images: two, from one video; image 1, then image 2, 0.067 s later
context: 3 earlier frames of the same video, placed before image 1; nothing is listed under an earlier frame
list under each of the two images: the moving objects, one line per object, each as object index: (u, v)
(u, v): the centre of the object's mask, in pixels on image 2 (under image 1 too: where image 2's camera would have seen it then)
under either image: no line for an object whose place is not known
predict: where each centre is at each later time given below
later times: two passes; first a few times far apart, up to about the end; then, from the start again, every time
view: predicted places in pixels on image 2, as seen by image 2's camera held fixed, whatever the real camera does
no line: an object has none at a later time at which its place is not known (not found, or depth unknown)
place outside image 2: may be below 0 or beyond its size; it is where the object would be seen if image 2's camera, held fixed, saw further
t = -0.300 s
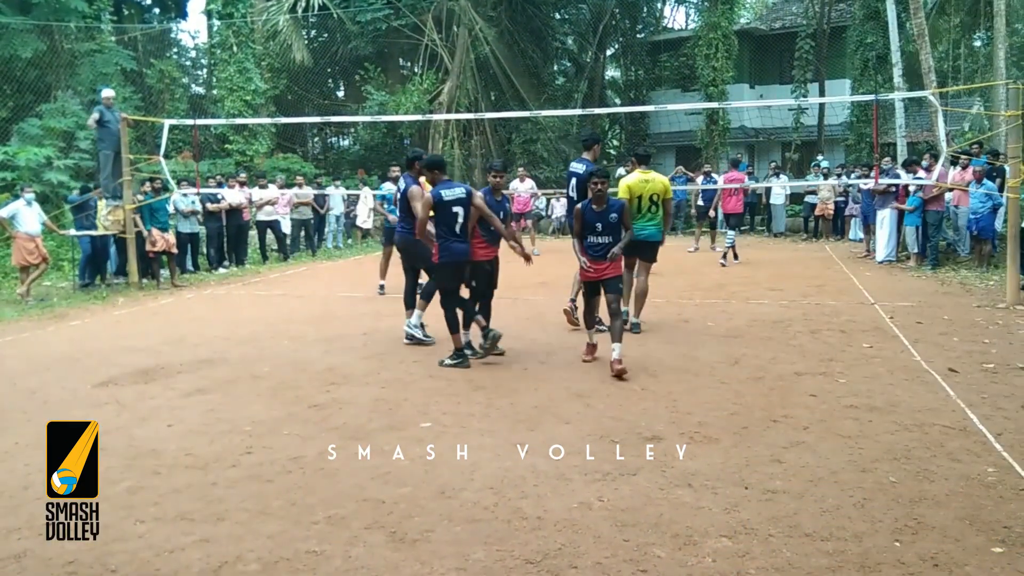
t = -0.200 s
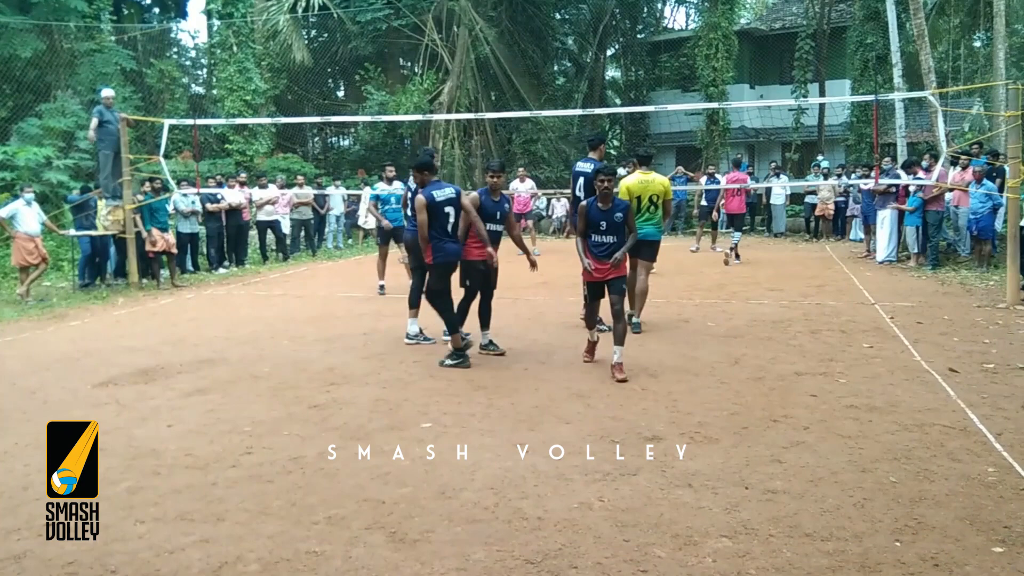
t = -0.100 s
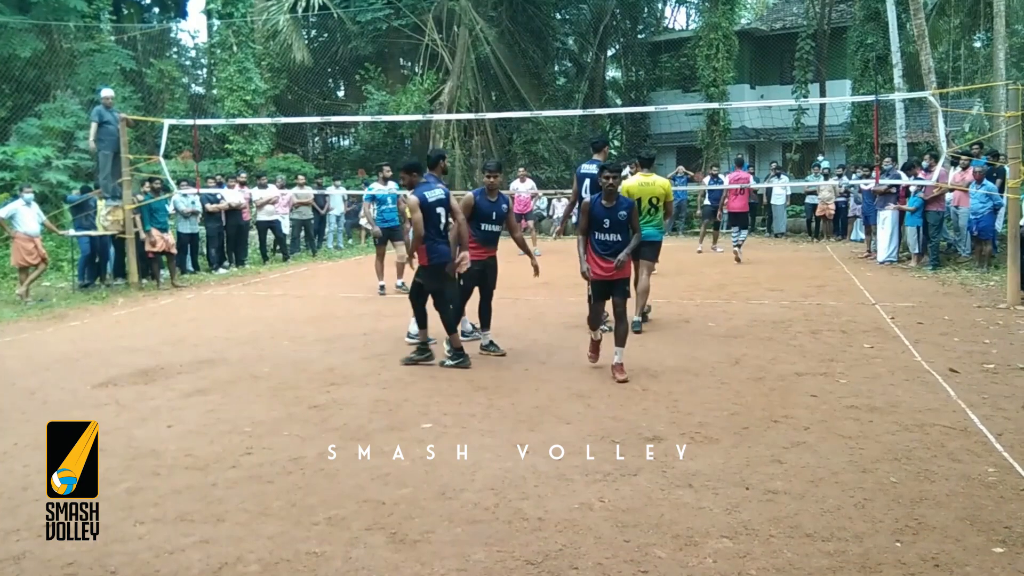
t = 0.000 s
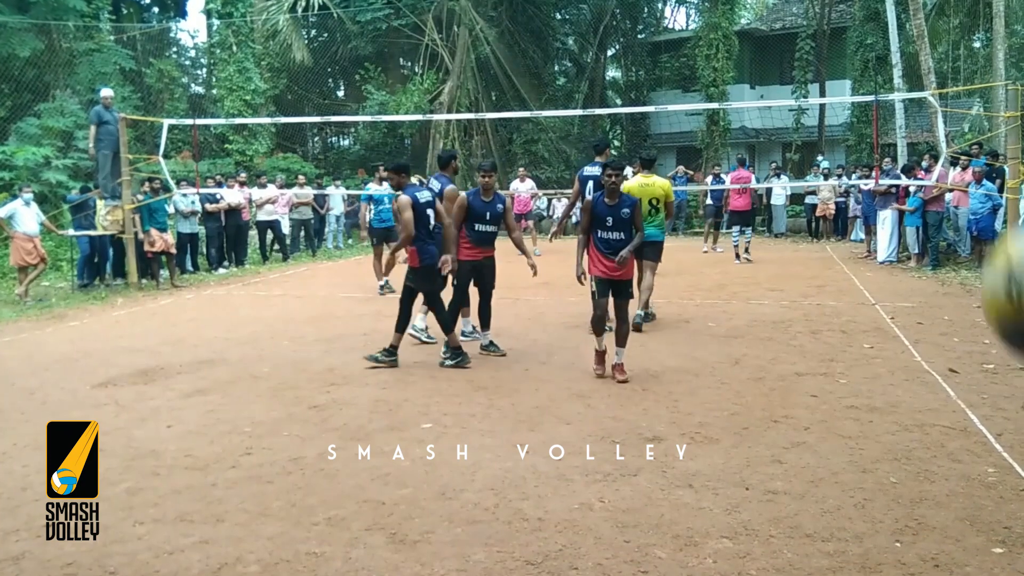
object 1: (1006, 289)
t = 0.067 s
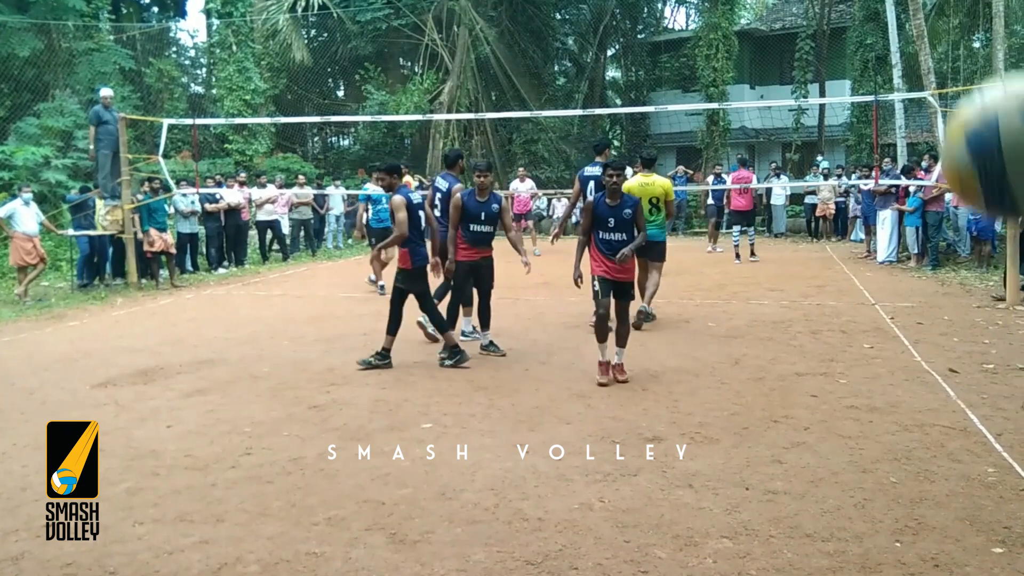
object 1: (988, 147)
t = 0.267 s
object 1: (909, 16)
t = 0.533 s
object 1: (827, 99)
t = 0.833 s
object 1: (770, 422)
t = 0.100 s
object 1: (979, 95)
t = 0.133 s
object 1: (967, 59)
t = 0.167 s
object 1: (956, 40)
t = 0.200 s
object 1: (941, 28)
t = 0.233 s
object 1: (924, 21)
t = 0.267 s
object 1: (909, 16)
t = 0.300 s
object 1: (893, 16)
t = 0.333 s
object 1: (882, 18)
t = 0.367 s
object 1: (870, 21)
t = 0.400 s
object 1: (861, 27)
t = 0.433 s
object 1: (852, 36)
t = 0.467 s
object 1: (843, 48)
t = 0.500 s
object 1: (835, 72)
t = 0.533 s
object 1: (827, 99)
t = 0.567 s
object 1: (818, 129)
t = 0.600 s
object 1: (812, 158)
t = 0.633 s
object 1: (804, 193)
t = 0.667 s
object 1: (798, 225)
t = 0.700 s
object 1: (792, 262)
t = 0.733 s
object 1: (786, 301)
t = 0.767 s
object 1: (780, 339)
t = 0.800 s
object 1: (775, 380)
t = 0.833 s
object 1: (770, 422)
